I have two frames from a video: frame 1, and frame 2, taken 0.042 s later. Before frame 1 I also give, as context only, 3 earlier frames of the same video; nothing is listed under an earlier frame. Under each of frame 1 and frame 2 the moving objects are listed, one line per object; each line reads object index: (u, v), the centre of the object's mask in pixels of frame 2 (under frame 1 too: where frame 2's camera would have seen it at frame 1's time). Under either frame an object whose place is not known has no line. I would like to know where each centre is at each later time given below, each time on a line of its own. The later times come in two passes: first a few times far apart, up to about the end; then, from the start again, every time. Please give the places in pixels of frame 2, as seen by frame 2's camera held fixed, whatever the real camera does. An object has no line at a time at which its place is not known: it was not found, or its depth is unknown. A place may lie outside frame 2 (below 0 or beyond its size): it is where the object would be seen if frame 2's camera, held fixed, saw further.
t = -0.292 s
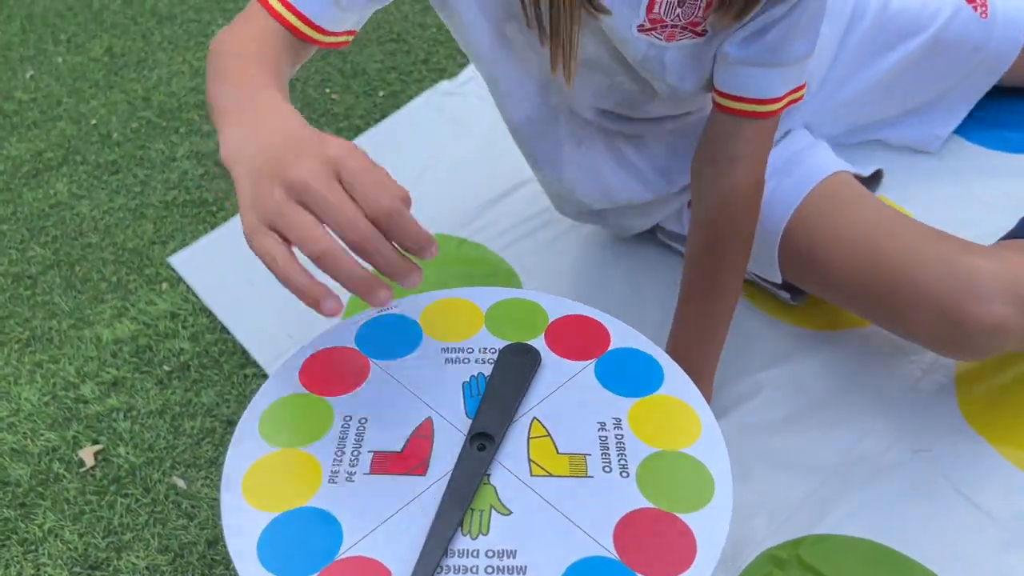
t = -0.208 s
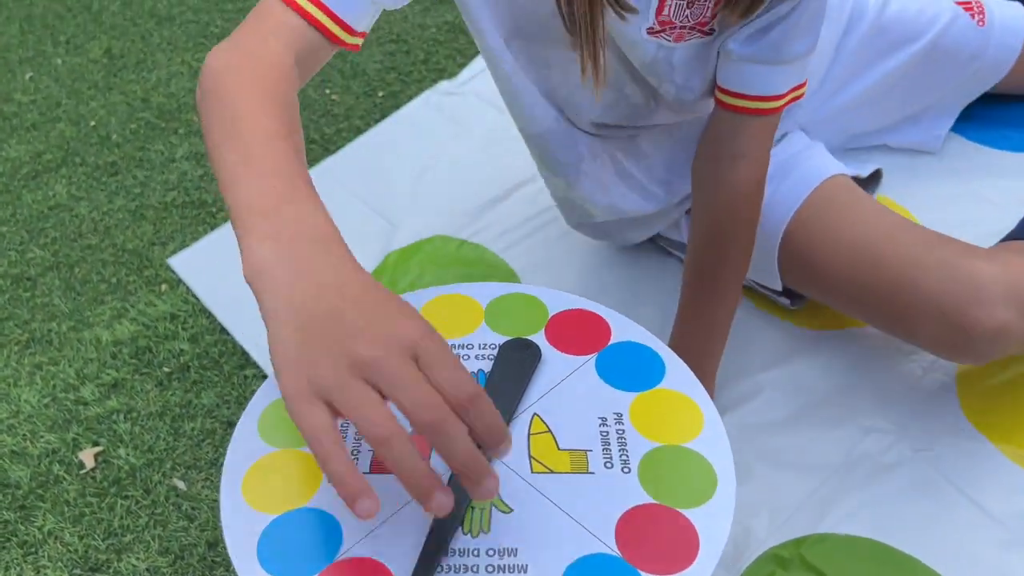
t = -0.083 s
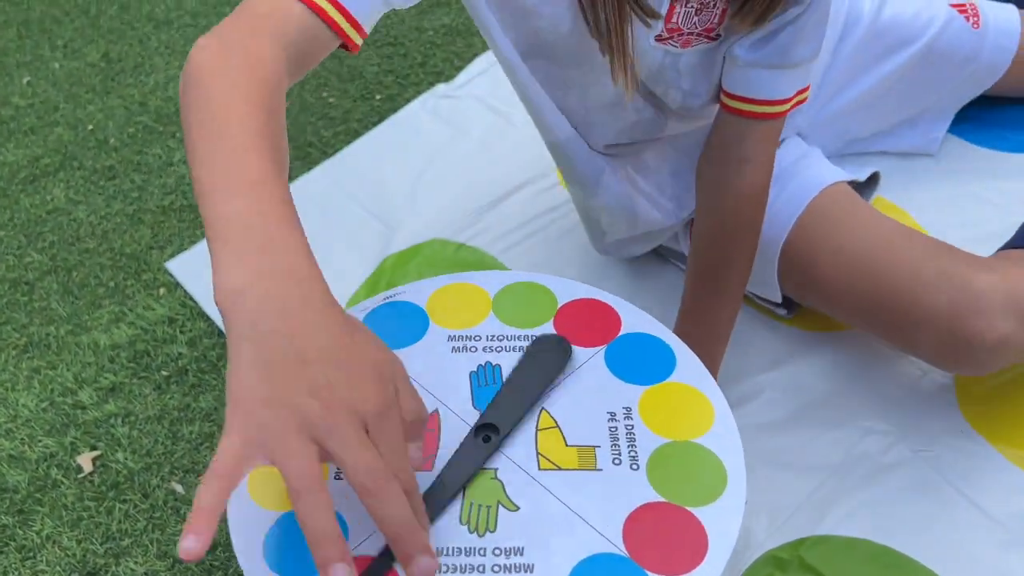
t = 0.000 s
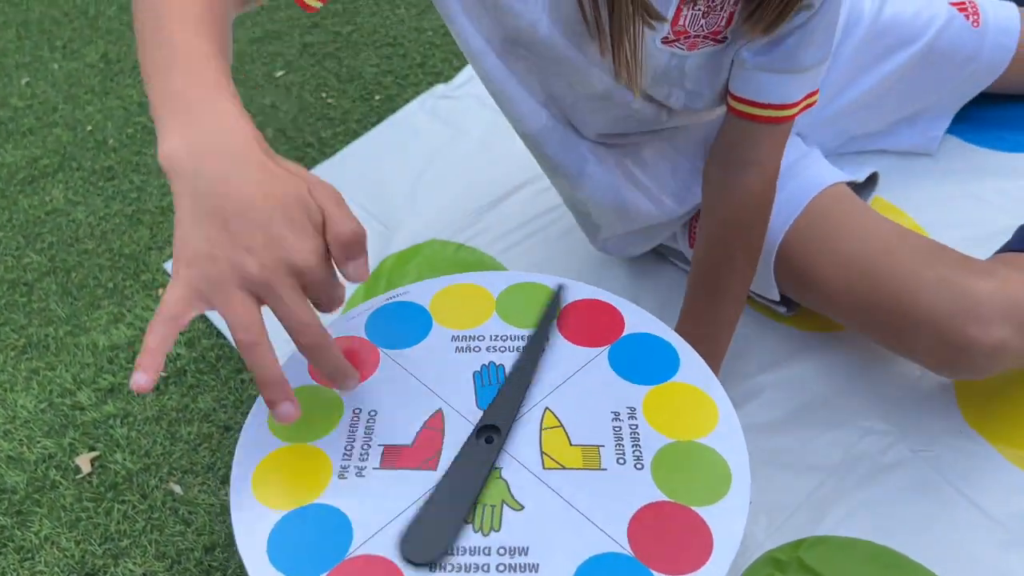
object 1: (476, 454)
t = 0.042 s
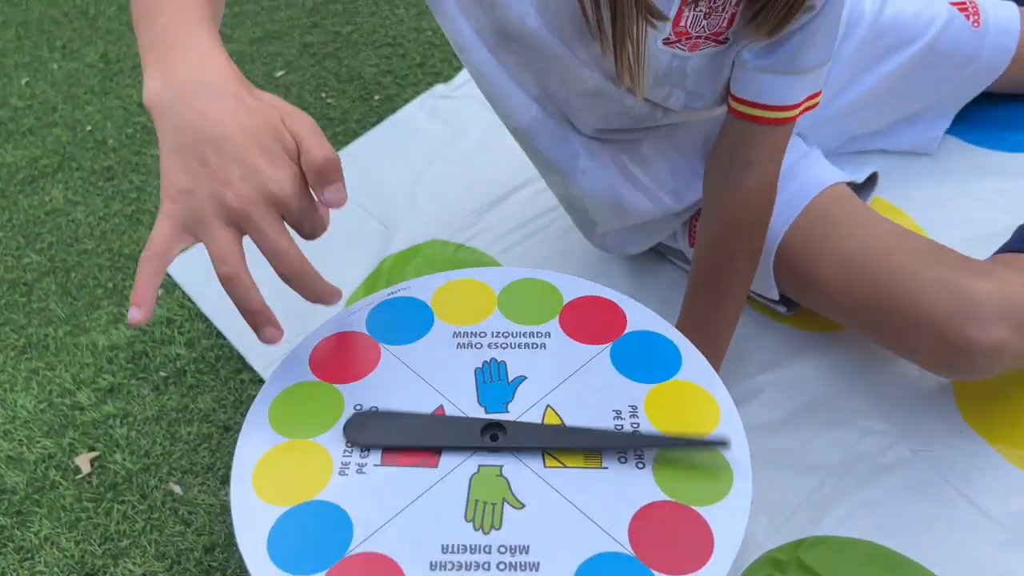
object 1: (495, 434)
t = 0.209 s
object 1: (493, 430)
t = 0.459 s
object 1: (499, 442)
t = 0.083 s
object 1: (491, 436)
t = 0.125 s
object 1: (494, 429)
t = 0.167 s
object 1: (490, 452)
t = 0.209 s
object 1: (493, 430)
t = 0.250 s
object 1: (498, 438)
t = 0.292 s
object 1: (482, 447)
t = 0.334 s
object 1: (511, 451)
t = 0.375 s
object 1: (486, 454)
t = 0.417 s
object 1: (515, 439)
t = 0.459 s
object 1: (499, 442)
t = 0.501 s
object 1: (485, 441)
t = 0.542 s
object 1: (509, 443)
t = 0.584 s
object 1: (486, 456)
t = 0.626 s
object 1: (490, 436)
